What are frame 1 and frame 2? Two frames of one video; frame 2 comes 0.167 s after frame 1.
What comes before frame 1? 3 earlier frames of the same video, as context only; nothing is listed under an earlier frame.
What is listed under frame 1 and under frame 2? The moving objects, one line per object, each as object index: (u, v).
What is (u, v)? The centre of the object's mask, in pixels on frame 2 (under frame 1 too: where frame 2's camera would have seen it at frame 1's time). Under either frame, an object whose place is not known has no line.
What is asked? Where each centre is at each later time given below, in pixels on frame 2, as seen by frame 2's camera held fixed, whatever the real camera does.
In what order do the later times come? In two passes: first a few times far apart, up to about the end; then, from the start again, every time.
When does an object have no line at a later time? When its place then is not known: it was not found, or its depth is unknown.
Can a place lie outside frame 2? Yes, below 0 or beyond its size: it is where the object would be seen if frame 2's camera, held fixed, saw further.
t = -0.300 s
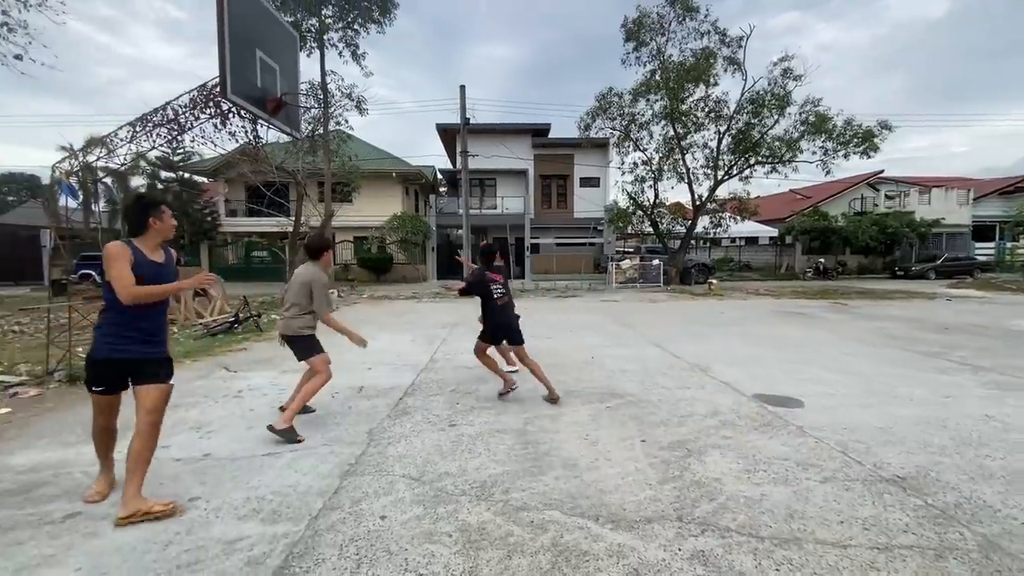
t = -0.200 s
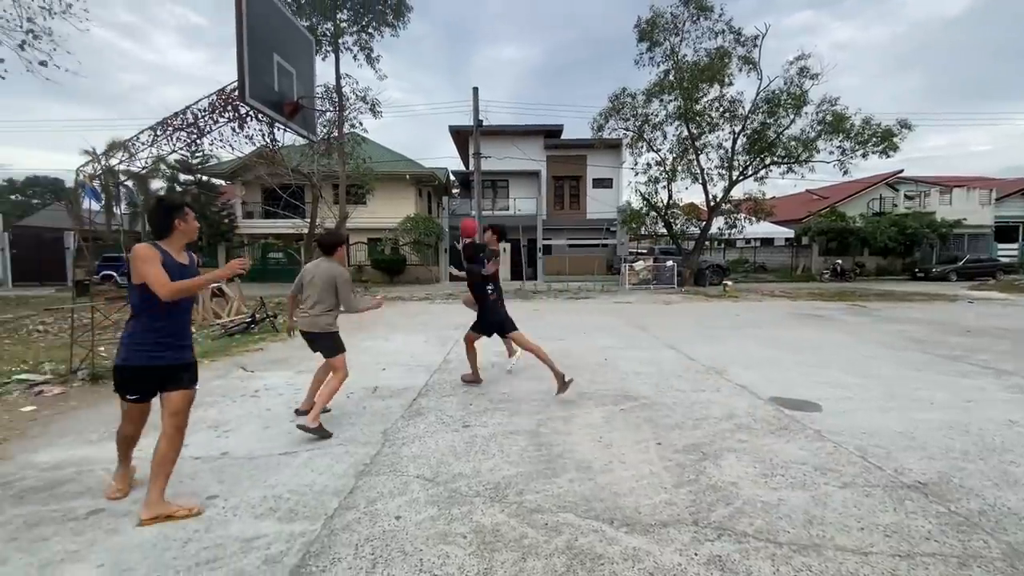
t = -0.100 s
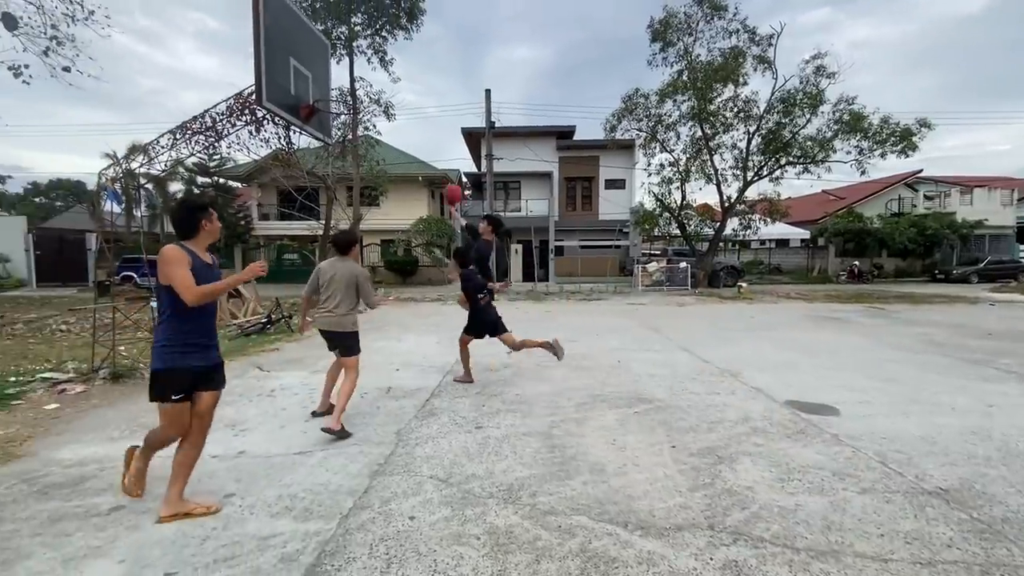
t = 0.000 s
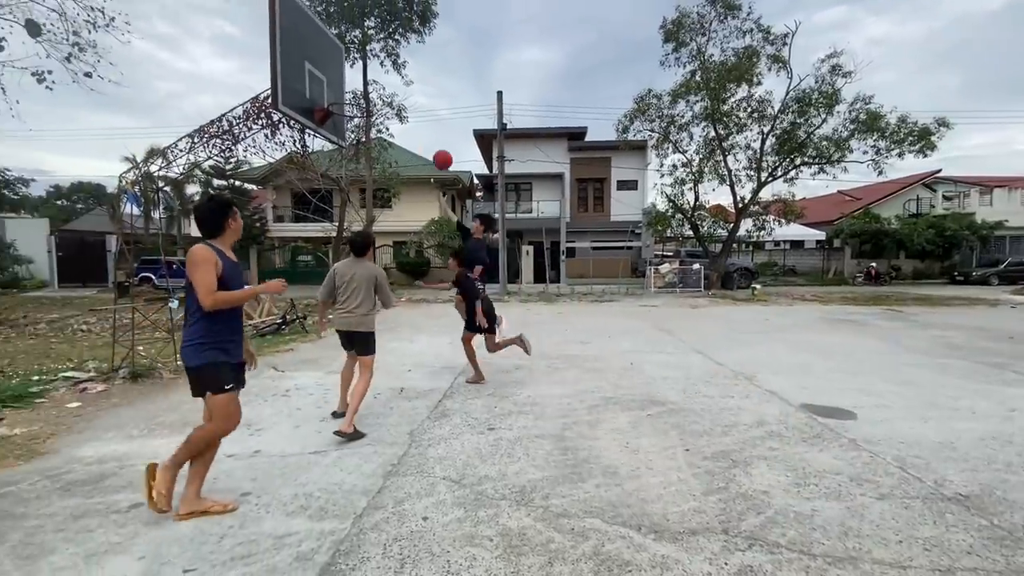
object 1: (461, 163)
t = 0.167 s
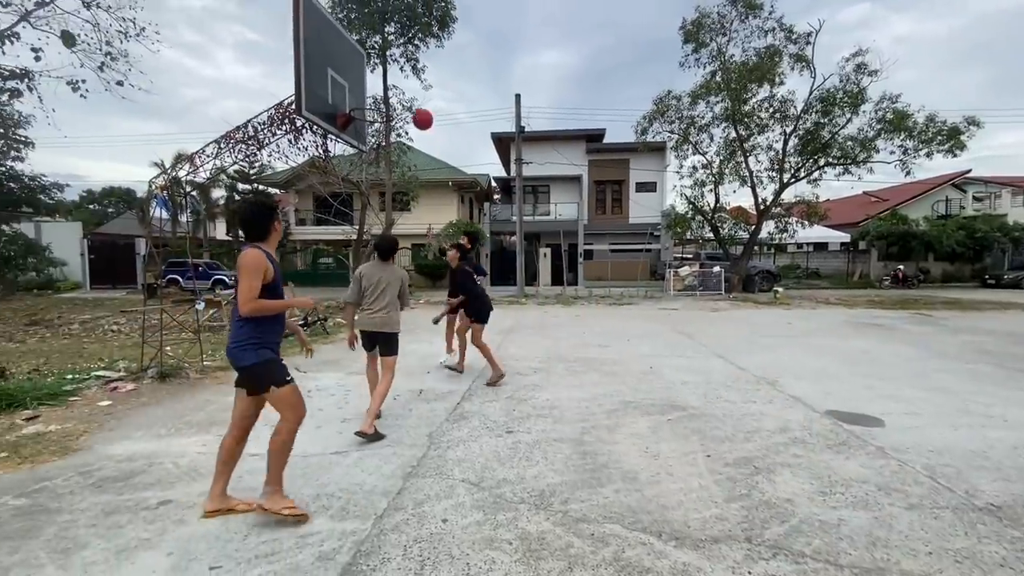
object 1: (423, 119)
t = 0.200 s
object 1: (415, 113)
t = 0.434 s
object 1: (356, 96)
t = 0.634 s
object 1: (373, 111)
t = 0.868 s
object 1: (377, 139)
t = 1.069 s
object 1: (370, 154)
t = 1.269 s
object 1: (365, 201)
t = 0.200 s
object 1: (415, 113)
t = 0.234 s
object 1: (407, 107)
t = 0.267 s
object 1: (398, 103)
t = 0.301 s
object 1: (390, 100)
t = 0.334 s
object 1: (381, 97)
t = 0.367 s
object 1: (373, 96)
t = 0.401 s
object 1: (364, 95)
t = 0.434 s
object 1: (356, 96)
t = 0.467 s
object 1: (348, 98)
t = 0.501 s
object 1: (352, 99)
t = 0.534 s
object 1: (357, 100)
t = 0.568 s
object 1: (361, 102)
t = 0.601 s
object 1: (368, 106)
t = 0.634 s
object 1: (373, 111)
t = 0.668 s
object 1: (375, 115)
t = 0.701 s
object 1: (376, 121)
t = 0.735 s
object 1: (377, 127)
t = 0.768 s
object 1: (378, 135)
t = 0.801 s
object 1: (377, 139)
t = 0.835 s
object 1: (377, 139)
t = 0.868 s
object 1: (377, 139)
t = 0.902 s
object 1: (375, 141)
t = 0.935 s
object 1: (375, 141)
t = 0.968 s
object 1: (374, 142)
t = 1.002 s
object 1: (372, 147)
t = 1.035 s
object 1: (370, 149)
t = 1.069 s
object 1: (370, 154)
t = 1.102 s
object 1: (370, 160)
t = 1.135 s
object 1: (369, 165)
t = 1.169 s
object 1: (368, 169)
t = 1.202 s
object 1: (366, 183)
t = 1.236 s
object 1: (366, 191)
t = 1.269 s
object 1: (365, 201)
